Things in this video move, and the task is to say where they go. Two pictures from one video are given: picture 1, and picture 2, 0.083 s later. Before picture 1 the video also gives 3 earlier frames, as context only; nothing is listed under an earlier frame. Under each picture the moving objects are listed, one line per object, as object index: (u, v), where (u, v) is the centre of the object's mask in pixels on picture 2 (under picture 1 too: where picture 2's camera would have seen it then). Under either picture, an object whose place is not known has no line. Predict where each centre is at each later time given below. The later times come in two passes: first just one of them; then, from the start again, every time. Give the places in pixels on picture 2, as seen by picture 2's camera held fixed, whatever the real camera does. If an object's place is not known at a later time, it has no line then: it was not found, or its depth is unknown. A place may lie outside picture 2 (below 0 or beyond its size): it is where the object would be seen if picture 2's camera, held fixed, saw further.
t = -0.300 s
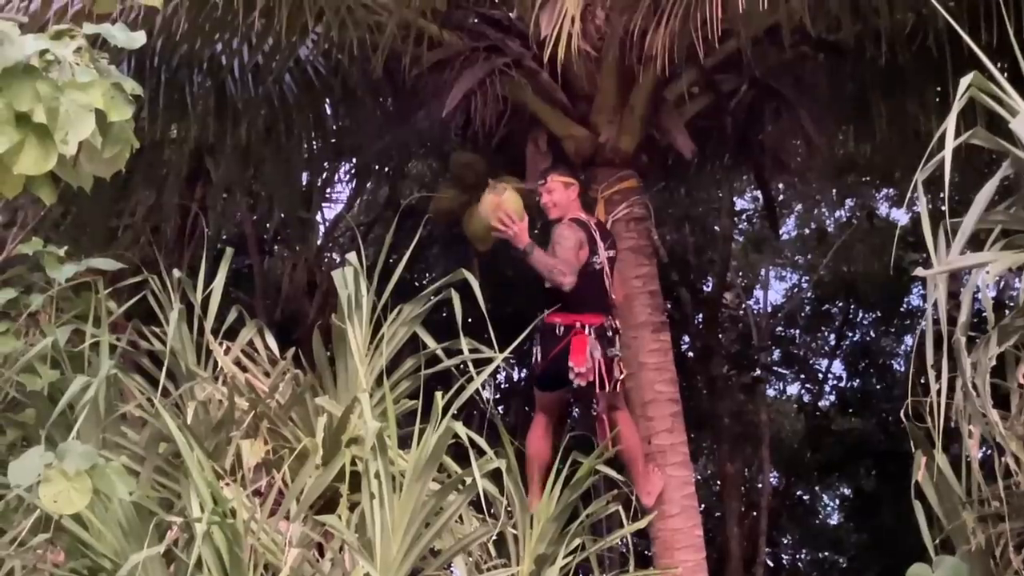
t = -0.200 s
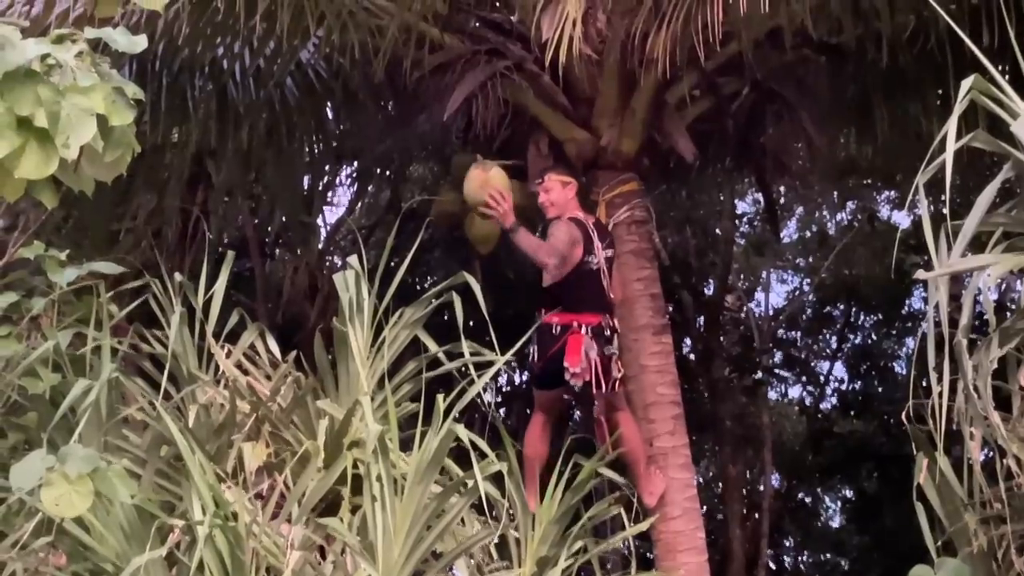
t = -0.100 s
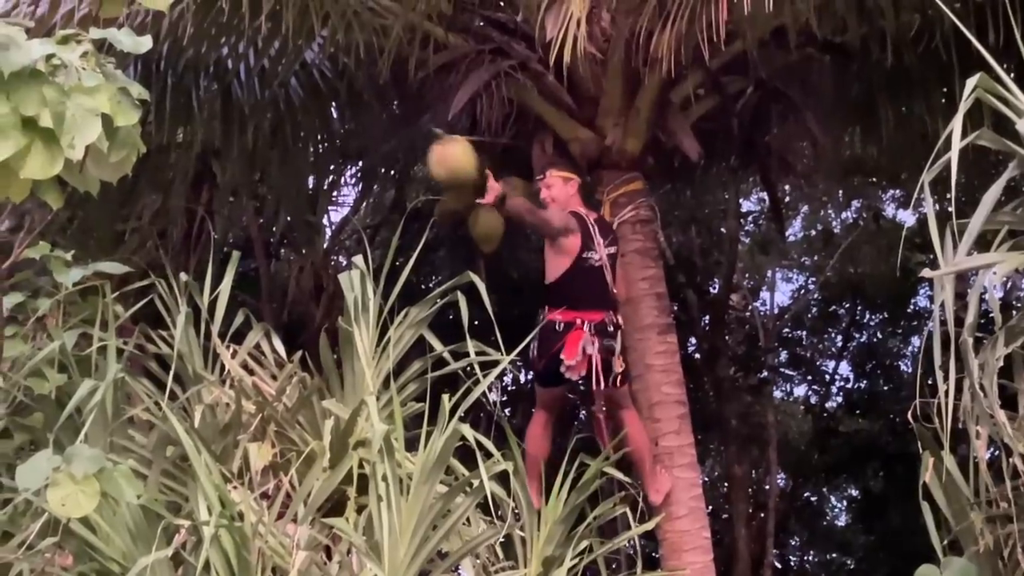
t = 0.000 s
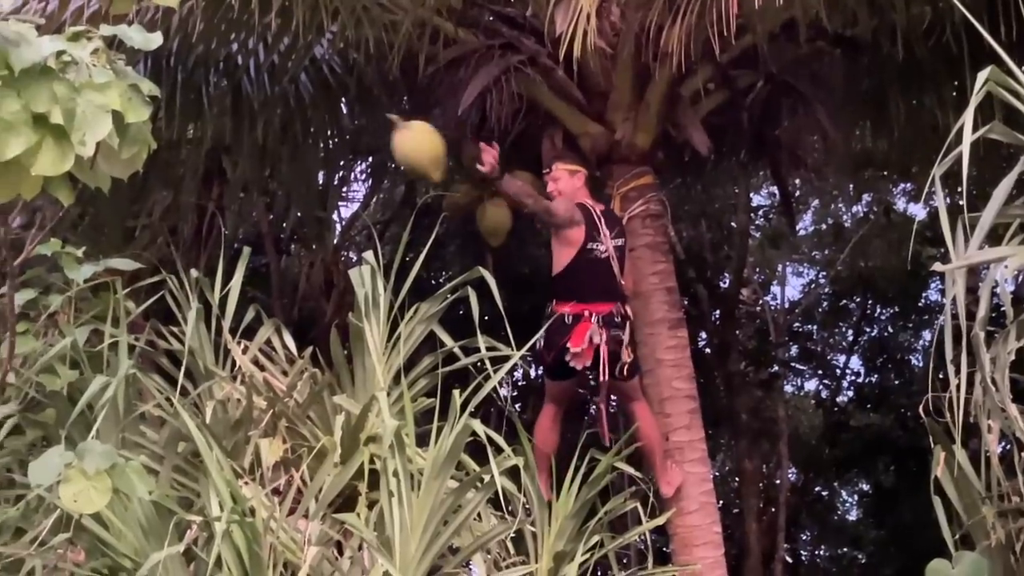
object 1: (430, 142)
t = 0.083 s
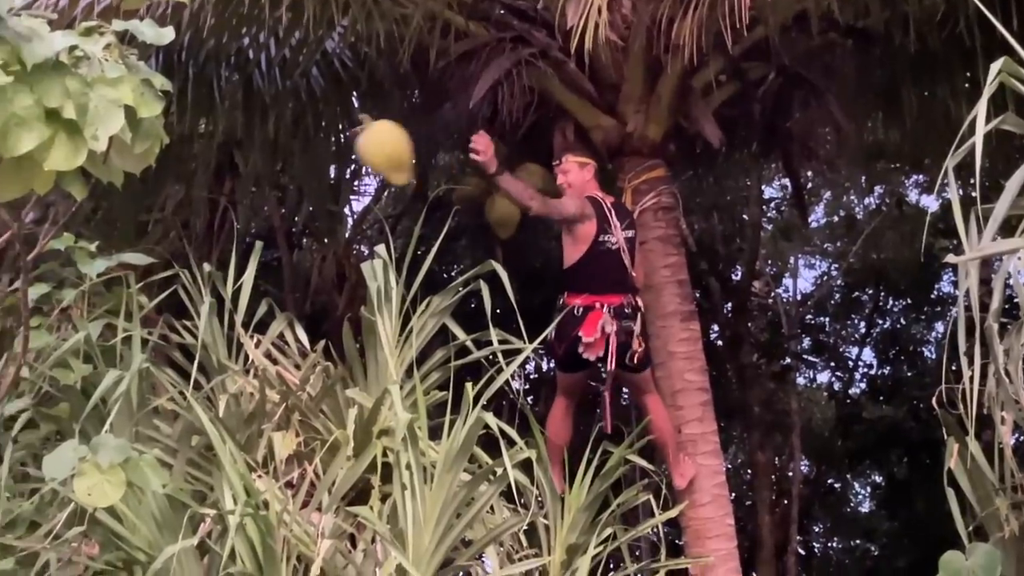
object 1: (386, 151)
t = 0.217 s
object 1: (300, 196)
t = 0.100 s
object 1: (376, 154)
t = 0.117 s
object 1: (366, 157)
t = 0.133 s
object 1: (355, 163)
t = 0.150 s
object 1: (343, 168)
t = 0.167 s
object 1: (333, 175)
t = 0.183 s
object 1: (322, 181)
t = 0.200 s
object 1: (312, 189)
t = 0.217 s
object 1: (300, 196)
